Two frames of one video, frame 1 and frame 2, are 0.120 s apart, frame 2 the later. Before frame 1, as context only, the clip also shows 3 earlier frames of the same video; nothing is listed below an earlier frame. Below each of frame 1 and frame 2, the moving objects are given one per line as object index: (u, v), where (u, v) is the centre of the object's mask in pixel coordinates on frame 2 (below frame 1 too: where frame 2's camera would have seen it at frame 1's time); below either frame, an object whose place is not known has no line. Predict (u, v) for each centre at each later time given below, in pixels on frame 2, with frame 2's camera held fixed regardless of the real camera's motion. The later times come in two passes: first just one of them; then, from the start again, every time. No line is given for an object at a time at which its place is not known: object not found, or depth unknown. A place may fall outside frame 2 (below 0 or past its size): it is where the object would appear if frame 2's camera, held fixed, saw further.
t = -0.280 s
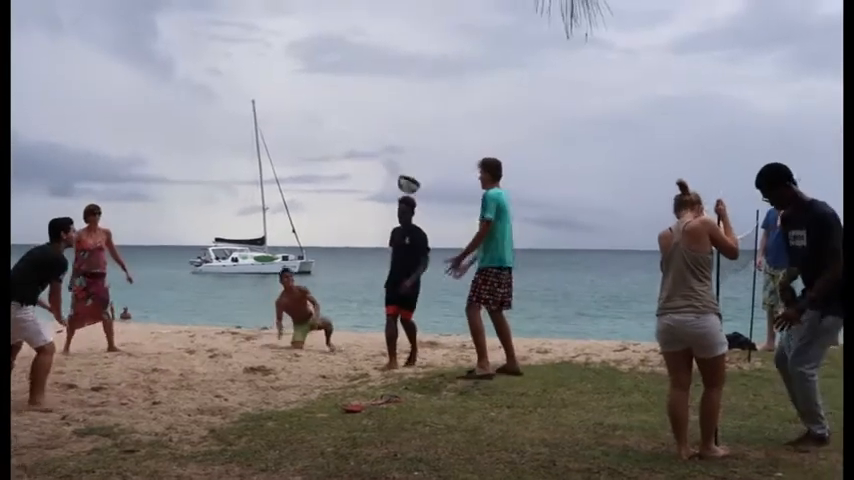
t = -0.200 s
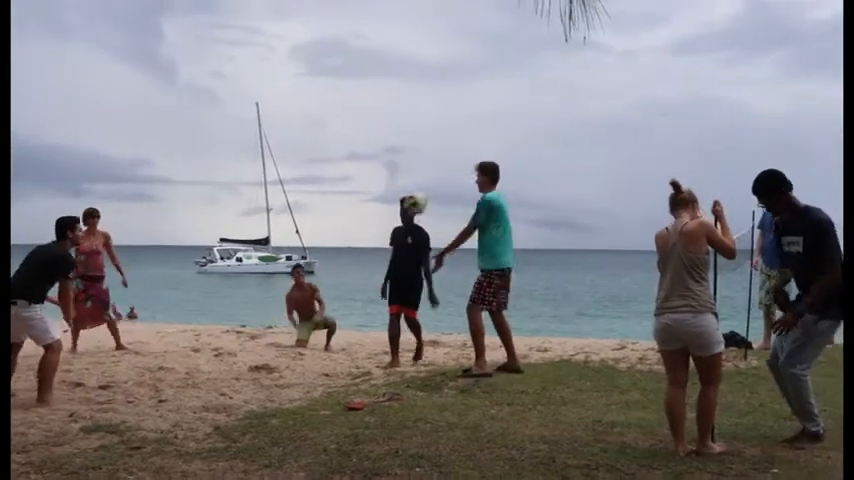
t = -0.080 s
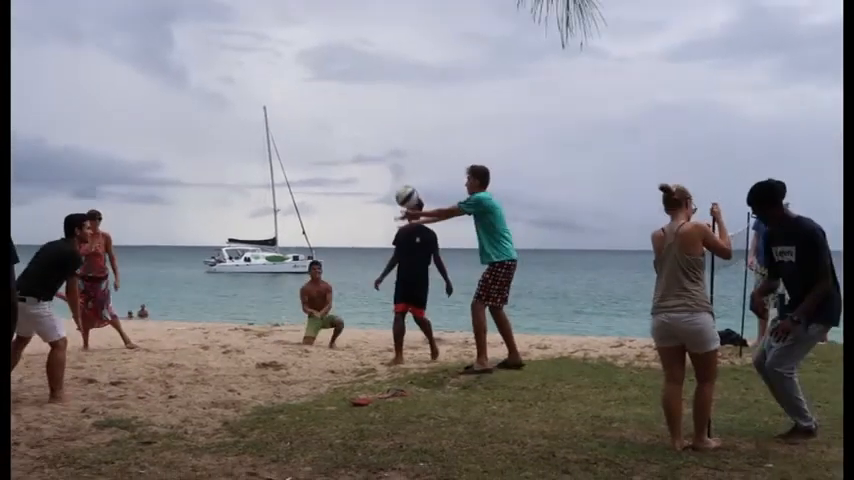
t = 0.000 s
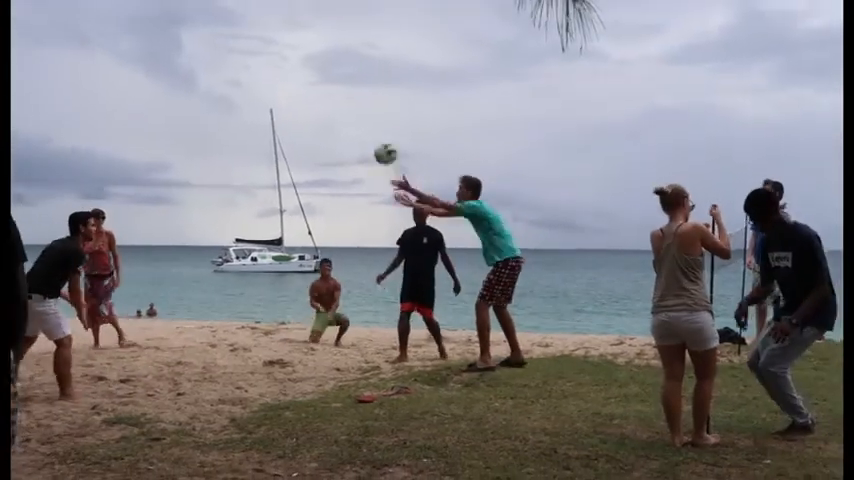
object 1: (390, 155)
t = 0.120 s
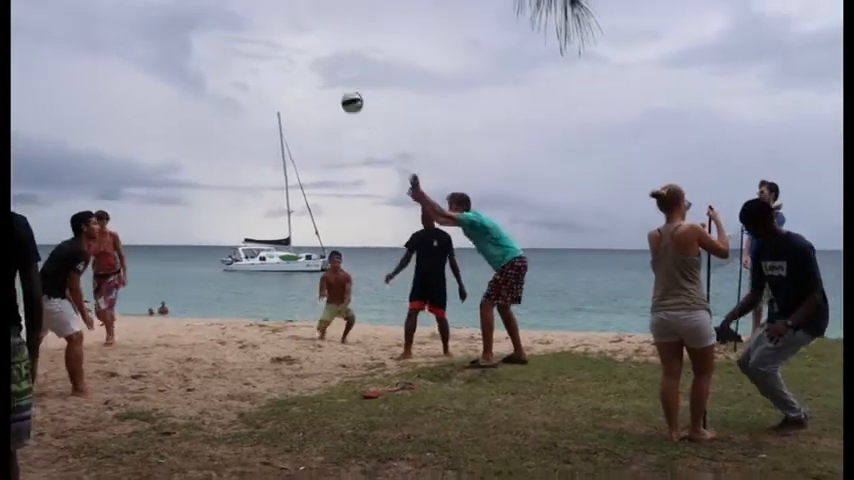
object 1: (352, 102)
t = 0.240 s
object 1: (314, 65)
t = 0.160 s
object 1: (339, 88)
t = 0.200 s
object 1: (327, 75)
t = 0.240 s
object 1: (314, 65)
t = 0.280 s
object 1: (301, 56)
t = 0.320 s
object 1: (287, 49)
